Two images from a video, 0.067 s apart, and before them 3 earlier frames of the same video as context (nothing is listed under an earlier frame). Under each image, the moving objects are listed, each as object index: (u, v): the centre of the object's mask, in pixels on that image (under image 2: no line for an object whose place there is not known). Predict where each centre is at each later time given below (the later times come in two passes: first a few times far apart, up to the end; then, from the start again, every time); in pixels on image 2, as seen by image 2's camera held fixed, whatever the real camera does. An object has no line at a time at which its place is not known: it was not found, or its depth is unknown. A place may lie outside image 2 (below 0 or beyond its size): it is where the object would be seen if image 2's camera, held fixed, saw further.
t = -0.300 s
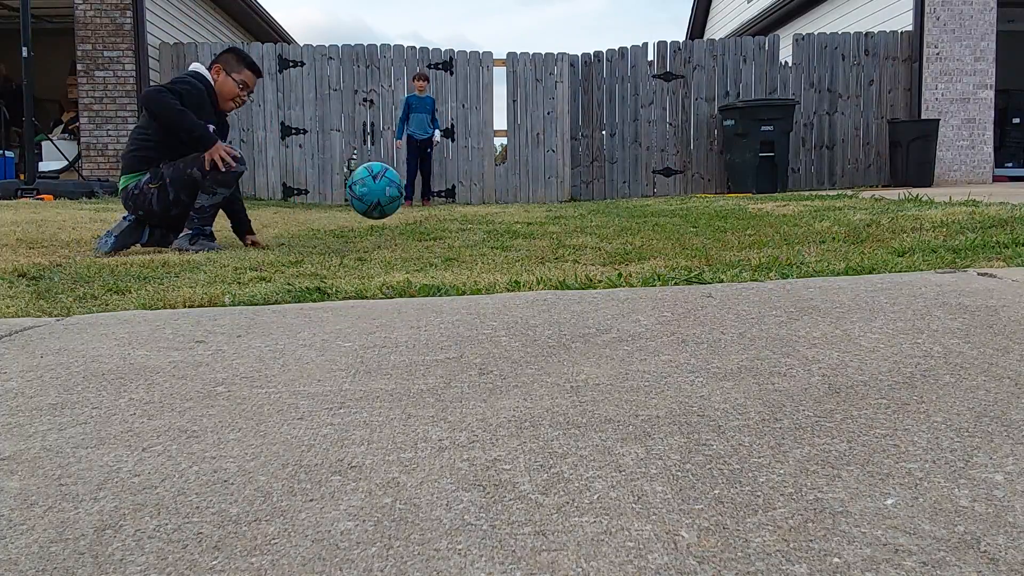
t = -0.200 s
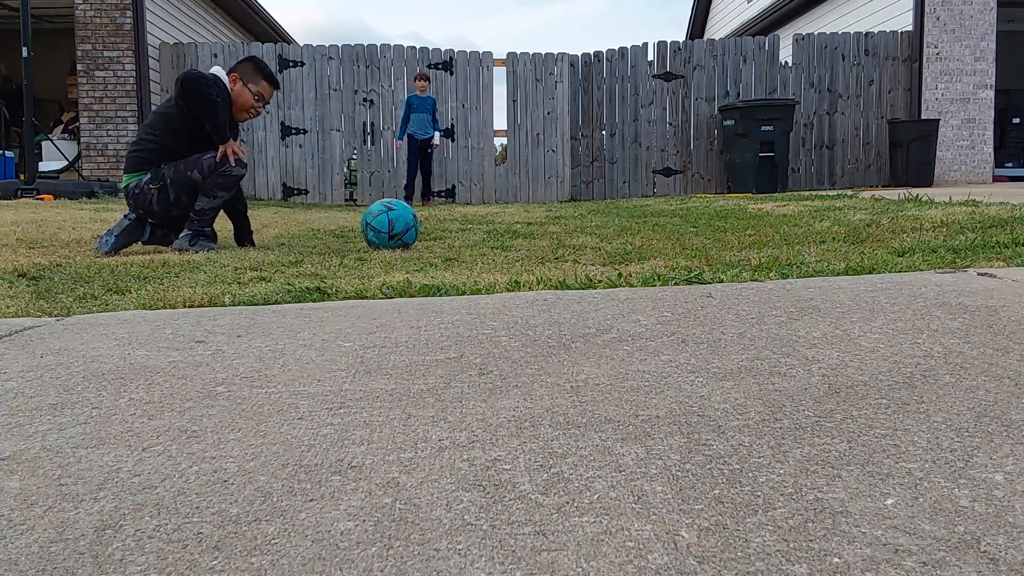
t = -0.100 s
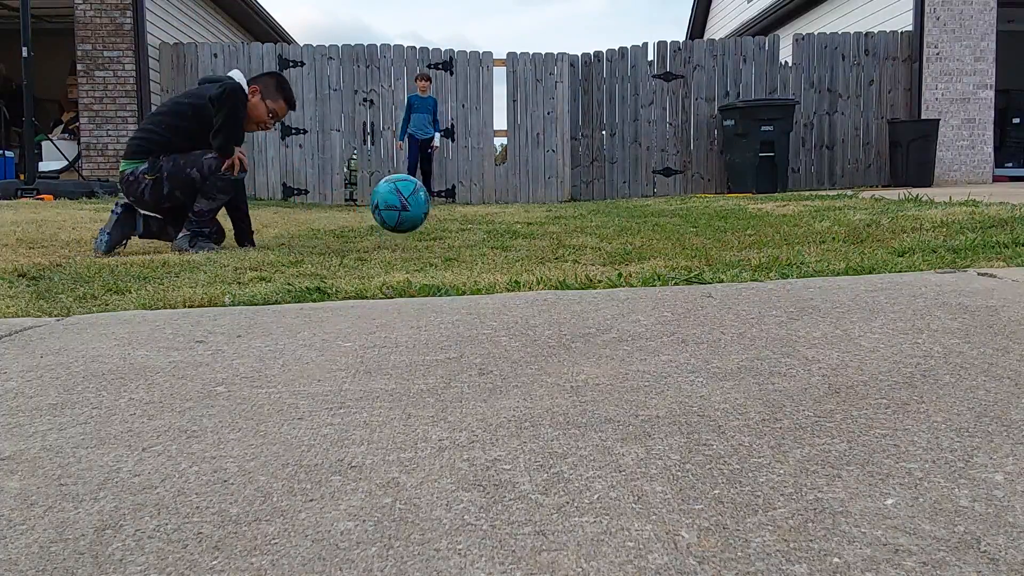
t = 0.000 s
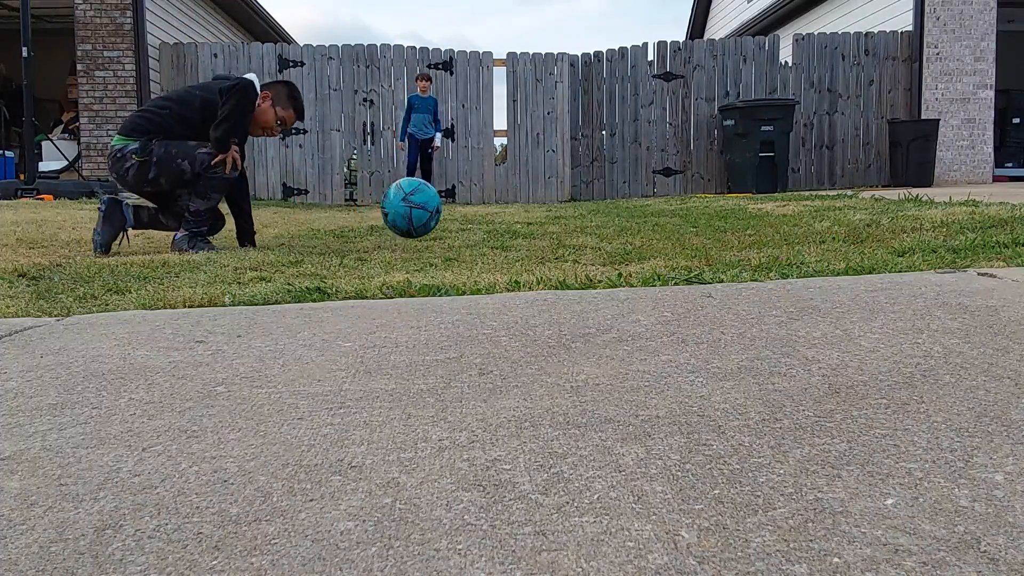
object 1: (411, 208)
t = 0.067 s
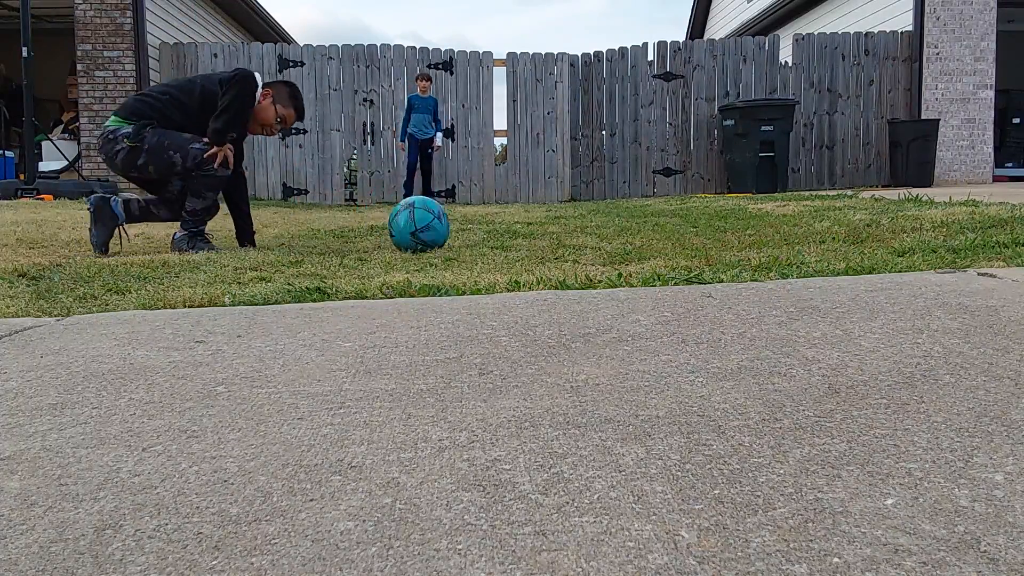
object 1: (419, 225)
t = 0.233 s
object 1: (431, 223)
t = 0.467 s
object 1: (448, 223)
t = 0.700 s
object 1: (463, 225)
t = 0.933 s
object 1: (481, 226)
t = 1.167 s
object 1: (492, 228)
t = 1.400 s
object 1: (496, 228)
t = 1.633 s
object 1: (481, 229)
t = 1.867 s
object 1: (453, 231)
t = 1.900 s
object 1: (449, 231)
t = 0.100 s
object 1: (421, 222)
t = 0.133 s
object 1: (424, 220)
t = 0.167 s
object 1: (426, 220)
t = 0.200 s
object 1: (428, 222)
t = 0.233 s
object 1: (431, 223)
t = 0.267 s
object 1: (434, 222)
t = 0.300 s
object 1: (436, 222)
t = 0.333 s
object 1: (439, 223)
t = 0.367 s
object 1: (441, 222)
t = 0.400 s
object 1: (444, 223)
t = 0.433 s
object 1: (446, 224)
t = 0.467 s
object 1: (448, 223)
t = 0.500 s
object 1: (451, 222)
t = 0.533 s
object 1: (453, 223)
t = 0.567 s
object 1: (455, 224)
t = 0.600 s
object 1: (457, 224)
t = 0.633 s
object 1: (459, 224)
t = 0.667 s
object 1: (461, 225)
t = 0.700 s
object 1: (463, 225)
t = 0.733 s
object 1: (465, 225)
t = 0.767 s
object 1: (468, 226)
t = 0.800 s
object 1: (470, 226)
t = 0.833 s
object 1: (473, 226)
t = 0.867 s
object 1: (475, 226)
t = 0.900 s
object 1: (478, 226)
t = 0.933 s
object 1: (481, 226)
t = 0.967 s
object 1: (483, 226)
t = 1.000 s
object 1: (486, 227)
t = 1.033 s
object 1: (487, 226)
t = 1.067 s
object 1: (489, 226)
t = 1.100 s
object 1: (490, 226)
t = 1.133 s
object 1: (491, 227)
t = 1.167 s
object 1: (492, 228)
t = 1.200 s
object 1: (492, 228)
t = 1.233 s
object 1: (493, 228)
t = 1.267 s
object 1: (494, 229)
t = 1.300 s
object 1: (495, 229)
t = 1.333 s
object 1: (495, 229)
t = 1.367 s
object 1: (496, 228)
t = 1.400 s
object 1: (496, 228)
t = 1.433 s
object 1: (495, 229)
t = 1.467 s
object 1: (494, 229)
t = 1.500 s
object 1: (492, 229)
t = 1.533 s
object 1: (490, 229)
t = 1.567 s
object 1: (487, 229)
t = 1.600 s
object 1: (484, 229)
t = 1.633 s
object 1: (481, 229)
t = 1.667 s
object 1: (477, 230)
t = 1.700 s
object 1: (473, 230)
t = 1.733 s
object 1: (469, 230)
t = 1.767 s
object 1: (465, 231)
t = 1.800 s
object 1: (461, 231)
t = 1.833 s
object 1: (457, 231)
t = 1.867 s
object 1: (453, 231)
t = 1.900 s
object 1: (449, 231)
